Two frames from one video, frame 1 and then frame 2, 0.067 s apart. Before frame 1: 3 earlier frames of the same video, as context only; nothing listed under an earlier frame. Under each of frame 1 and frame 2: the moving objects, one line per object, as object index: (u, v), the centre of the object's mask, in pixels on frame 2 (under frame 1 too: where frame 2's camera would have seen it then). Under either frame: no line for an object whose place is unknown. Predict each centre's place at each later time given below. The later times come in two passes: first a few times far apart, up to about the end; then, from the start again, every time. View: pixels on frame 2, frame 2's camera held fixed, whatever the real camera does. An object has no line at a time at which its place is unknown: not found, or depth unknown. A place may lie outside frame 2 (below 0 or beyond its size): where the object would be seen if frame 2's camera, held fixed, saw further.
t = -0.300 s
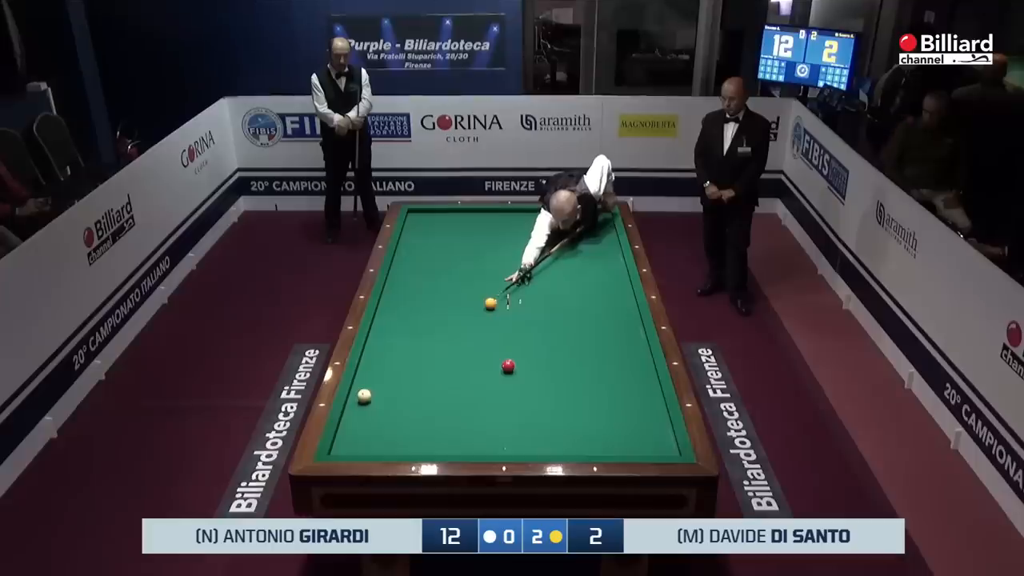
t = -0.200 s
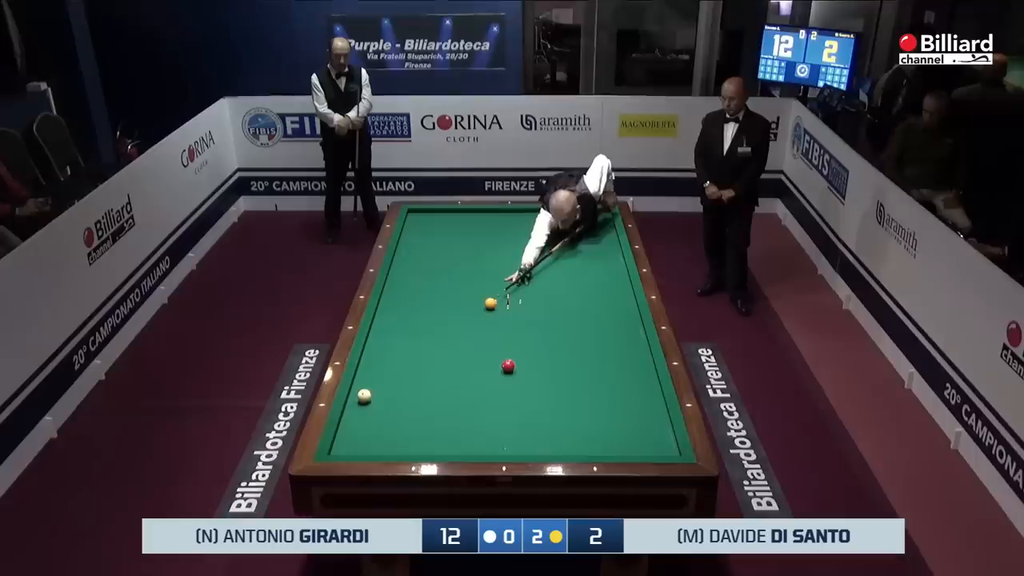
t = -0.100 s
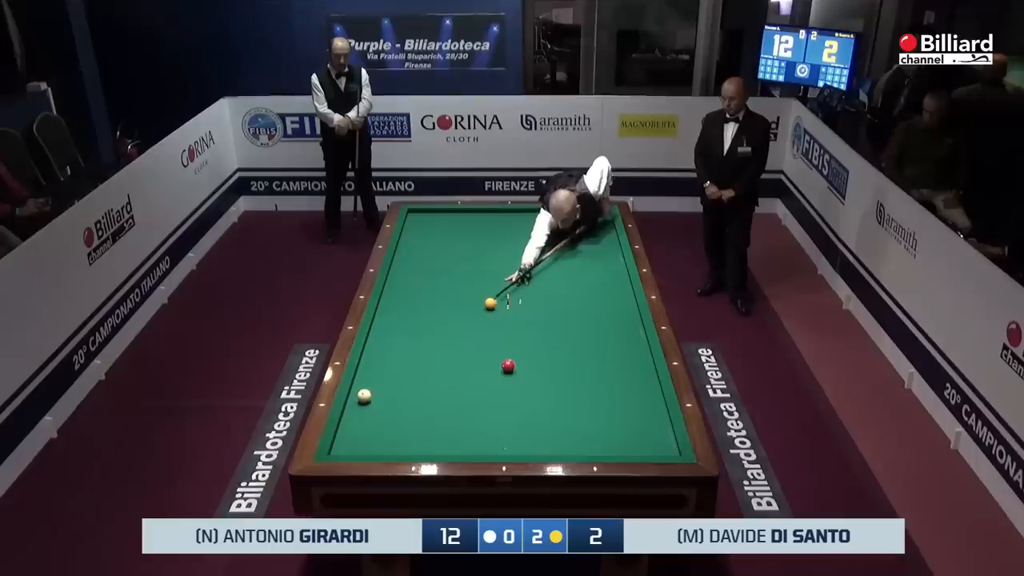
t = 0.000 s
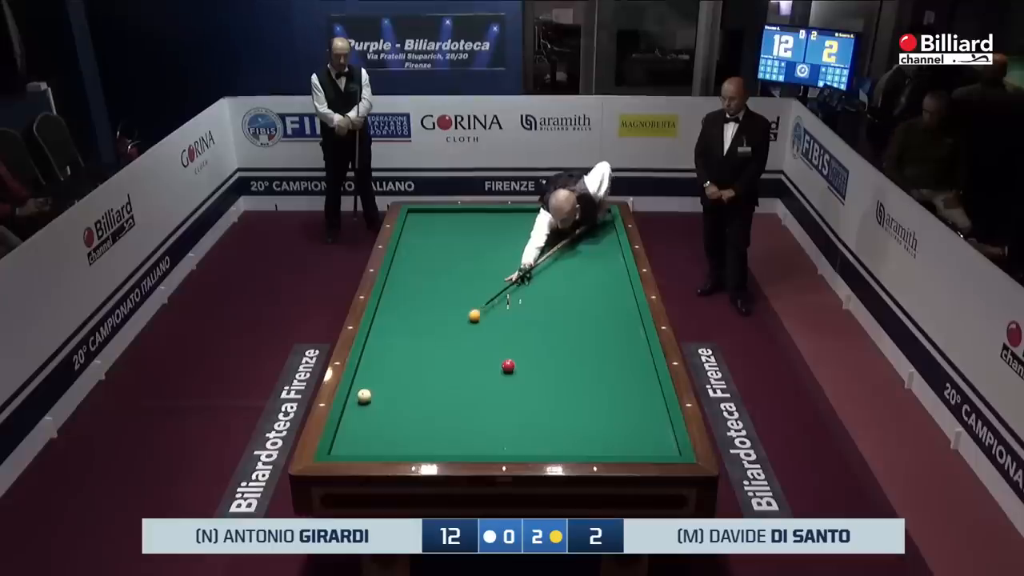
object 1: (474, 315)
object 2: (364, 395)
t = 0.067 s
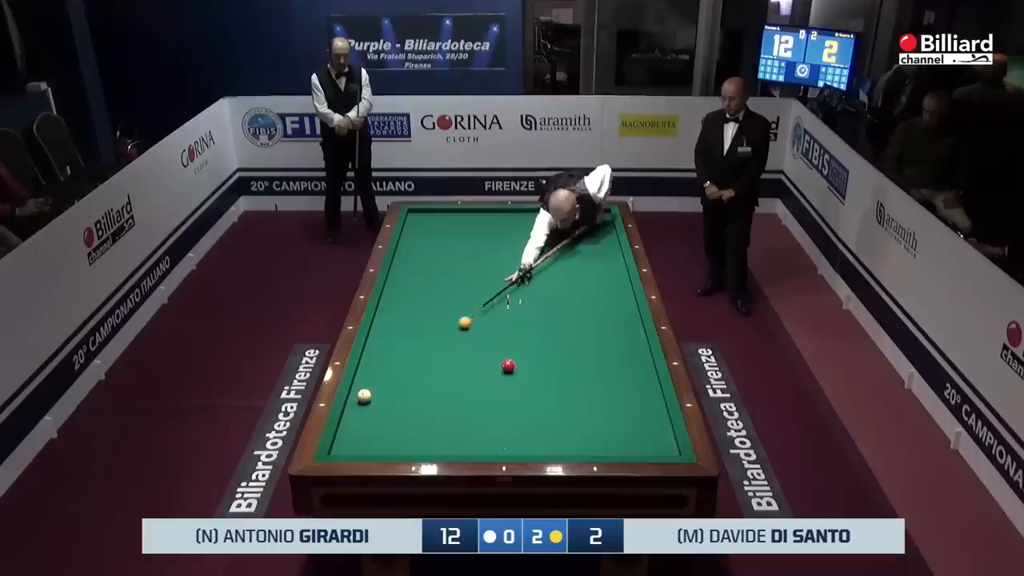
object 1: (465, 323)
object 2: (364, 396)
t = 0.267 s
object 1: (428, 349)
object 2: (364, 396)
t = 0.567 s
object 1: (375, 391)
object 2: (357, 400)
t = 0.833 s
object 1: (371, 401)
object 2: (375, 425)
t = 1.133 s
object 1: (360, 417)
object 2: (404, 446)
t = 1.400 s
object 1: (350, 432)
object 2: (438, 443)
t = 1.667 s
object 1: (341, 446)
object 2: (470, 431)
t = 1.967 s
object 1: (340, 447)
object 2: (504, 420)
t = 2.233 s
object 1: (346, 442)
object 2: (533, 409)
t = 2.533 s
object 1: (352, 435)
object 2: (563, 399)
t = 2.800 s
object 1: (358, 430)
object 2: (589, 390)
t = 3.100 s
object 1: (364, 424)
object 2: (615, 380)
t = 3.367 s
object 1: (368, 420)
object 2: (637, 373)
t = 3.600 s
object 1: (372, 416)
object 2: (643, 365)
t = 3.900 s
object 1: (376, 412)
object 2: (627, 357)
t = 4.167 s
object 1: (380, 408)
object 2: (613, 349)
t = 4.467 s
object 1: (382, 405)
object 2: (598, 342)
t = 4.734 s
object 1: (385, 403)
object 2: (587, 336)
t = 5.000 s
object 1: (386, 400)
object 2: (577, 331)
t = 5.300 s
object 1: (388, 399)
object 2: (565, 325)
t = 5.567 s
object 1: (389, 398)
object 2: (555, 320)
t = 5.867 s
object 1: (389, 396)
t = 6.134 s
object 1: (389, 396)
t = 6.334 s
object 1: (389, 396)
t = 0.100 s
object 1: (457, 328)
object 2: (364, 396)
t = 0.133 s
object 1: (454, 331)
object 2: (364, 396)
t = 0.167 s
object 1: (447, 336)
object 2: (364, 396)
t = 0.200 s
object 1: (440, 341)
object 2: (364, 396)
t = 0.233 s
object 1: (436, 344)
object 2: (364, 396)
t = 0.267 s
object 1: (428, 349)
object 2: (364, 396)
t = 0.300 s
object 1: (421, 356)
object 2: (364, 396)
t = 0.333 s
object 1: (417, 358)
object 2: (364, 396)
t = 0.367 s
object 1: (410, 364)
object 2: (364, 396)
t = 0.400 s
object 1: (401, 370)
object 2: (364, 396)
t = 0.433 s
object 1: (398, 374)
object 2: (364, 396)
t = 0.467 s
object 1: (390, 379)
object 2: (364, 396)
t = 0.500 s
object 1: (381, 386)
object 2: (364, 396)
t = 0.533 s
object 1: (377, 389)
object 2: (364, 396)
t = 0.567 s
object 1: (375, 391)
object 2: (357, 400)
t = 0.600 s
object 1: (375, 392)
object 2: (351, 406)
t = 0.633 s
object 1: (375, 392)
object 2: (353, 408)
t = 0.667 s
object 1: (375, 394)
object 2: (358, 411)
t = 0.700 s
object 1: (375, 395)
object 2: (363, 415)
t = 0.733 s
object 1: (374, 396)
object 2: (365, 417)
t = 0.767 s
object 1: (373, 398)
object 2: (369, 420)
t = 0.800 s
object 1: (371, 400)
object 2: (373, 423)
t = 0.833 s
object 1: (371, 401)
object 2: (375, 425)
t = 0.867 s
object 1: (370, 403)
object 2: (378, 427)
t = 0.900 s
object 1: (368, 406)
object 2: (382, 430)
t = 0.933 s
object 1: (367, 407)
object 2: (384, 432)
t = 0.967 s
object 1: (366, 409)
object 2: (388, 435)
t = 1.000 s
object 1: (364, 411)
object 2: (392, 438)
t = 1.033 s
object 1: (364, 412)
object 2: (394, 440)
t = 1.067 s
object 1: (362, 414)
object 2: (398, 443)
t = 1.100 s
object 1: (361, 416)
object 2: (402, 446)
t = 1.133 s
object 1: (360, 417)
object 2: (404, 446)
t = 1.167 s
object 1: (359, 420)
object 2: (408, 448)
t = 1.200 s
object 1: (357, 421)
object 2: (413, 449)
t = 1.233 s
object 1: (357, 423)
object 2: (415, 448)
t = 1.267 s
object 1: (355, 425)
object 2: (420, 446)
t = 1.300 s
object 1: (354, 427)
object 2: (425, 446)
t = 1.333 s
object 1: (353, 428)
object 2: (428, 445)
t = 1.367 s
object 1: (352, 430)
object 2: (433, 444)
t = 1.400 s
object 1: (350, 432)
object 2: (438, 443)
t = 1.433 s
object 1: (350, 433)
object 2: (441, 442)
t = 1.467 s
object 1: (348, 436)
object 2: (446, 440)
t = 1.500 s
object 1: (346, 438)
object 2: (450, 438)
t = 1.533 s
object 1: (346, 439)
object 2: (453, 438)
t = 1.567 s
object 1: (345, 441)
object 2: (458, 436)
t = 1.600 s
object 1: (343, 444)
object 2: (463, 434)
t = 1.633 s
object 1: (342, 444)
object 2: (465, 433)
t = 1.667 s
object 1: (341, 446)
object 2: (470, 431)
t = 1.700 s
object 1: (340, 447)
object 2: (475, 430)
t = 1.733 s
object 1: (339, 448)
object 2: (477, 429)
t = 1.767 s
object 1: (337, 449)
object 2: (482, 427)
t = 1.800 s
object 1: (336, 450)
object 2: (486, 426)
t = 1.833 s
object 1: (336, 449)
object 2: (488, 425)
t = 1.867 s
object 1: (337, 449)
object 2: (493, 423)
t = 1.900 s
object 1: (338, 448)
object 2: (498, 422)
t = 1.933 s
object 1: (339, 448)
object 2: (500, 421)
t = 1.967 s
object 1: (340, 447)
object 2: (504, 420)
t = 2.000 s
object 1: (340, 446)
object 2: (509, 418)
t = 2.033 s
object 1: (341, 446)
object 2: (511, 417)
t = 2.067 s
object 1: (342, 446)
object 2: (515, 416)
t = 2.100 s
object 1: (343, 445)
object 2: (519, 414)
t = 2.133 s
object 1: (343, 444)
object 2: (522, 413)
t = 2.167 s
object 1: (344, 444)
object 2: (526, 412)
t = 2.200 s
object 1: (345, 443)
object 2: (530, 410)
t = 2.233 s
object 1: (346, 442)
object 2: (533, 409)
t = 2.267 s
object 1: (346, 441)
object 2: (536, 408)
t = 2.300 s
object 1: (347, 440)
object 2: (541, 407)
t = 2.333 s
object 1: (348, 440)
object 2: (543, 406)
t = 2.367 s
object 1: (349, 439)
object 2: (547, 405)
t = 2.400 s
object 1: (350, 438)
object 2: (551, 403)
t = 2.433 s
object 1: (350, 438)
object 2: (553, 403)
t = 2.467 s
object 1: (351, 437)
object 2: (556, 401)
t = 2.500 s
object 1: (352, 436)
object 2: (561, 400)
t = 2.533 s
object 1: (352, 435)
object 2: (563, 399)
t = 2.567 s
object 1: (353, 434)
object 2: (566, 398)
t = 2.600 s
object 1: (354, 434)
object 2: (570, 396)
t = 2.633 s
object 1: (354, 433)
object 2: (572, 396)
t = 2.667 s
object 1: (355, 433)
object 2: (576, 394)
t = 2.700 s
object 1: (356, 432)
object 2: (580, 393)
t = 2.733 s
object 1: (356, 431)
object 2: (581, 392)
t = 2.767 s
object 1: (357, 431)
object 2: (585, 391)
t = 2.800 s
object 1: (358, 430)
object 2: (589, 390)
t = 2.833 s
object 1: (359, 429)
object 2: (591, 389)
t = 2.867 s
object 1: (359, 428)
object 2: (595, 388)
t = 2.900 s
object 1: (360, 428)
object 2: (598, 387)
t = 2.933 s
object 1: (360, 427)
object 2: (600, 386)
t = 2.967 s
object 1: (361, 426)
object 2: (603, 385)
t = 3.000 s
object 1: (362, 426)
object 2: (607, 383)
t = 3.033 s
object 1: (362, 425)
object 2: (608, 383)
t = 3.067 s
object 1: (363, 424)
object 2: (612, 382)
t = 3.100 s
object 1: (364, 424)
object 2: (615, 380)
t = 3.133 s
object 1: (364, 423)
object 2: (617, 380)
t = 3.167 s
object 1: (365, 423)
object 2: (621, 379)
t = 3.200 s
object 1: (365, 422)
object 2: (624, 378)
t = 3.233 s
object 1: (366, 422)
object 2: (626, 377)
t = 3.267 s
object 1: (366, 421)
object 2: (629, 376)
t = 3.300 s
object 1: (367, 421)
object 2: (632, 374)
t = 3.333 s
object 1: (367, 421)
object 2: (634, 374)
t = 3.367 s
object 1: (368, 420)
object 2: (637, 373)
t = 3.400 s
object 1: (369, 419)
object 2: (640, 372)
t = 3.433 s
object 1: (369, 419)
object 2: (642, 371)
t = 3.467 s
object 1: (370, 418)
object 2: (645, 370)
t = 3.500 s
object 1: (370, 418)
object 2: (648, 369)
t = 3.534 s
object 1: (371, 417)
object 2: (646, 367)
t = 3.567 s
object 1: (372, 416)
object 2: (644, 366)
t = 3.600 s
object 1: (372, 416)
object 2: (643, 365)
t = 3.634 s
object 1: (373, 415)
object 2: (641, 364)
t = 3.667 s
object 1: (373, 415)
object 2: (639, 363)
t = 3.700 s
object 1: (374, 414)
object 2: (638, 362)
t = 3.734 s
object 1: (374, 414)
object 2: (635, 361)
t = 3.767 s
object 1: (375, 413)
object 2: (633, 360)
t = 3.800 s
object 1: (375, 413)
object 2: (632, 360)
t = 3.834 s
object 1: (376, 412)
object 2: (630, 358)
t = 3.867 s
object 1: (376, 412)
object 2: (628, 357)
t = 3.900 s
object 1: (376, 412)
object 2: (627, 357)
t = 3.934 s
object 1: (377, 411)
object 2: (624, 356)
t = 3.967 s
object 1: (377, 411)
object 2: (622, 355)
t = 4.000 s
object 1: (378, 410)
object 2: (621, 354)
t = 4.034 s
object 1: (378, 410)
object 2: (620, 353)
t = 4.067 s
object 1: (378, 409)
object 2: (617, 352)
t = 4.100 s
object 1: (379, 409)
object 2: (616, 352)
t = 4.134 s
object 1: (379, 409)
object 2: (615, 351)
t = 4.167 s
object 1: (380, 408)
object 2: (613, 349)
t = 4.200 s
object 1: (380, 408)
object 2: (612, 349)
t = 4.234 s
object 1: (380, 408)
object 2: (610, 348)
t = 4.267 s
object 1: (381, 407)
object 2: (608, 347)
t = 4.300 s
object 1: (381, 407)
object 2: (607, 347)
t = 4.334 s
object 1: (381, 406)
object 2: (605, 346)
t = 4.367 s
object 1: (382, 406)
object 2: (603, 345)
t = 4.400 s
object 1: (382, 406)
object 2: (602, 344)
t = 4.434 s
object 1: (382, 405)
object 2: (600, 343)
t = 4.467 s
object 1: (382, 405)
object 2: (598, 342)
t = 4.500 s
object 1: (383, 405)
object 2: (598, 341)
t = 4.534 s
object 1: (383, 405)
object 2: (596, 341)
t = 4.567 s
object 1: (384, 404)
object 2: (594, 340)
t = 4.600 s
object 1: (384, 404)
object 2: (593, 339)
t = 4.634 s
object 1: (384, 403)
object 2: (591, 338)
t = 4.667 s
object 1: (384, 403)
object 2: (590, 338)
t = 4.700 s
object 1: (385, 403)
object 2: (589, 337)
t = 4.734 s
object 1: (385, 403)
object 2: (587, 336)
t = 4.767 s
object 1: (385, 402)
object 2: (585, 335)
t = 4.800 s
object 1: (385, 402)
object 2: (585, 335)
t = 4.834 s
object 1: (385, 402)
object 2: (583, 334)
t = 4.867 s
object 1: (386, 401)
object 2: (581, 333)
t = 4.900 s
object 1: (386, 401)
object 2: (581, 333)
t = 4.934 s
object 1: (386, 401)
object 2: (579, 332)
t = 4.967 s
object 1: (386, 401)
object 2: (577, 331)
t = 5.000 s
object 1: (386, 400)
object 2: (577, 331)
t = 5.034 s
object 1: (387, 400)
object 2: (575, 330)
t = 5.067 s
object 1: (387, 400)
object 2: (573, 329)
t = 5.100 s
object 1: (387, 400)
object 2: (573, 329)
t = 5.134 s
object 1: (387, 400)
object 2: (571, 328)
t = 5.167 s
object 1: (387, 399)
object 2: (569, 327)
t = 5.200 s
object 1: (388, 399)
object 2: (569, 327)
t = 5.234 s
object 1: (388, 399)
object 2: (567, 326)
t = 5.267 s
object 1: (388, 399)
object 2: (566, 325)
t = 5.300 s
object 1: (388, 399)
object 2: (565, 325)
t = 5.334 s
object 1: (388, 399)
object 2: (564, 324)
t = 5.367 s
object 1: (388, 399)
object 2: (562, 323)
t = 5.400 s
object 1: (388, 399)
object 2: (562, 323)
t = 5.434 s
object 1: (388, 398)
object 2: (560, 322)
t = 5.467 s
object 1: (389, 398)
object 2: (559, 321)
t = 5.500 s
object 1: (389, 398)
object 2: (558, 321)
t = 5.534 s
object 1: (389, 398)
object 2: (556, 320)
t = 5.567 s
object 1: (389, 398)
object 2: (555, 320)
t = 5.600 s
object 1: (389, 398)
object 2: (555, 319)
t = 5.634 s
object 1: (389, 397)
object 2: (553, 319)
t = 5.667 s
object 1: (389, 397)
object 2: (552, 318)
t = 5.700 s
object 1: (389, 397)
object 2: (552, 318)
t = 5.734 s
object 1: (389, 397)
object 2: (550, 317)
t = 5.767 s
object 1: (389, 397)
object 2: (549, 316)
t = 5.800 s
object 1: (389, 397)
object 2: (548, 316)
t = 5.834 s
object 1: (389, 397)
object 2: (547, 315)
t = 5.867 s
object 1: (389, 396)
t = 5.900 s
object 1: (389, 396)
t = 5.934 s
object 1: (389, 396)
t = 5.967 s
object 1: (389, 396)
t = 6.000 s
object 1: (389, 396)
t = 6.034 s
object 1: (389, 396)
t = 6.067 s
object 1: (389, 396)
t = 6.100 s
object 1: (389, 396)
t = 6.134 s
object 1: (389, 396)
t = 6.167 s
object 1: (389, 396)
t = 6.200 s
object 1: (389, 396)
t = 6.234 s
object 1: (389, 396)
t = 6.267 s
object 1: (389, 396)
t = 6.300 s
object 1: (389, 396)
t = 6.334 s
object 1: (389, 396)
